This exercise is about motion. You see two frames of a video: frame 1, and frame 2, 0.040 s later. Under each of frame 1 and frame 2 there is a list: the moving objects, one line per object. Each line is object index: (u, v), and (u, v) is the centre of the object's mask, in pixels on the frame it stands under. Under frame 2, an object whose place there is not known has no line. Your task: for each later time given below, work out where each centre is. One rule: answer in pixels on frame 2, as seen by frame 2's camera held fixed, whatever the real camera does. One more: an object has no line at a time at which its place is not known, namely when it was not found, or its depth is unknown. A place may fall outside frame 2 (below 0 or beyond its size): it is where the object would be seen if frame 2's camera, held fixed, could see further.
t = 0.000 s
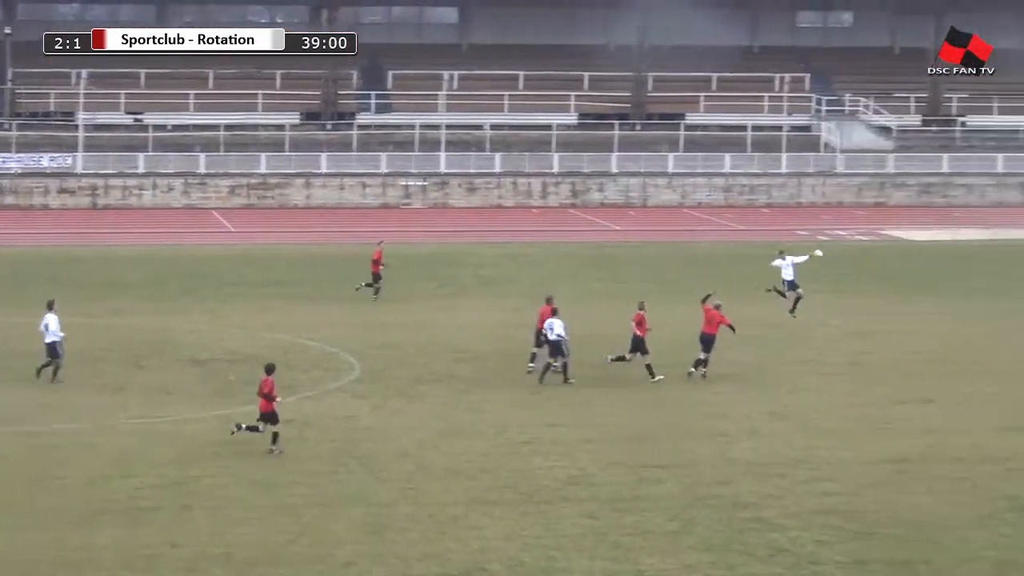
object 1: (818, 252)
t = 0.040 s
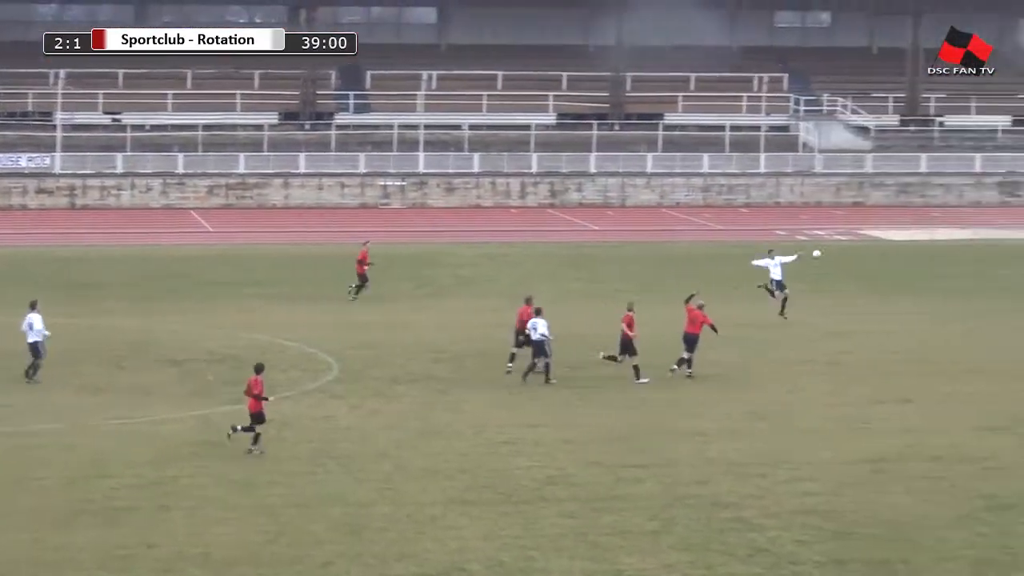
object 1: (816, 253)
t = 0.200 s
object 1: (898, 259)
